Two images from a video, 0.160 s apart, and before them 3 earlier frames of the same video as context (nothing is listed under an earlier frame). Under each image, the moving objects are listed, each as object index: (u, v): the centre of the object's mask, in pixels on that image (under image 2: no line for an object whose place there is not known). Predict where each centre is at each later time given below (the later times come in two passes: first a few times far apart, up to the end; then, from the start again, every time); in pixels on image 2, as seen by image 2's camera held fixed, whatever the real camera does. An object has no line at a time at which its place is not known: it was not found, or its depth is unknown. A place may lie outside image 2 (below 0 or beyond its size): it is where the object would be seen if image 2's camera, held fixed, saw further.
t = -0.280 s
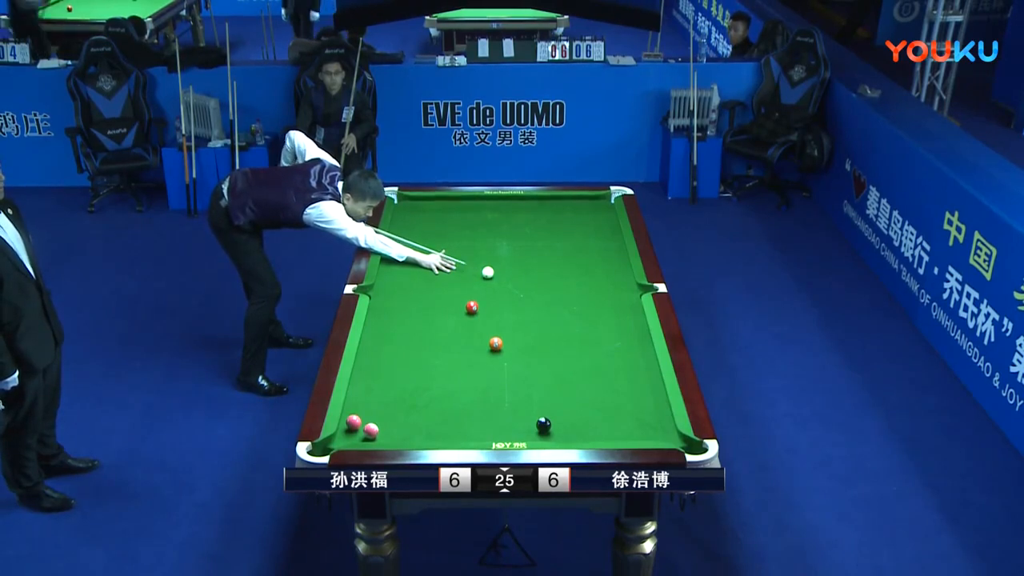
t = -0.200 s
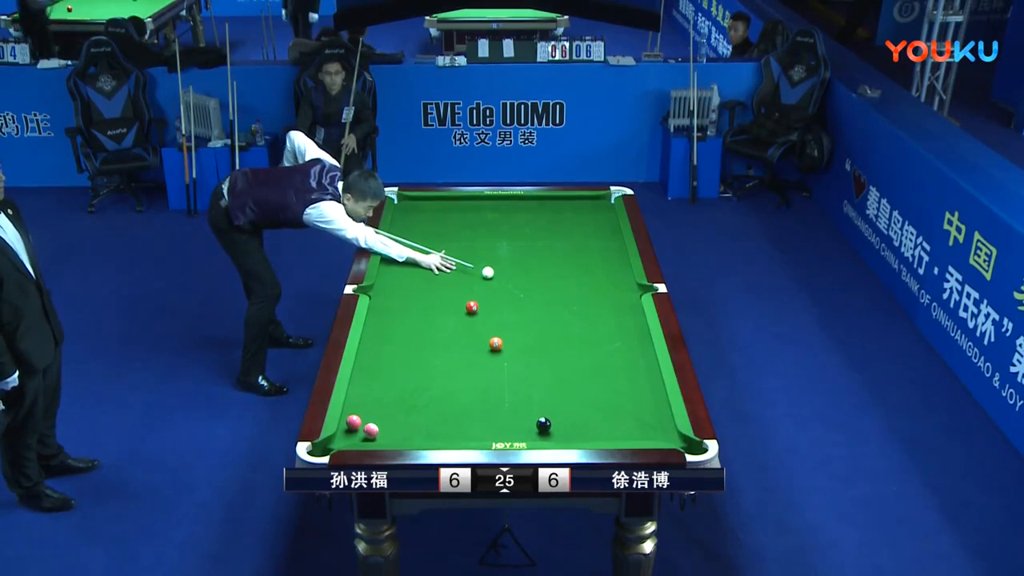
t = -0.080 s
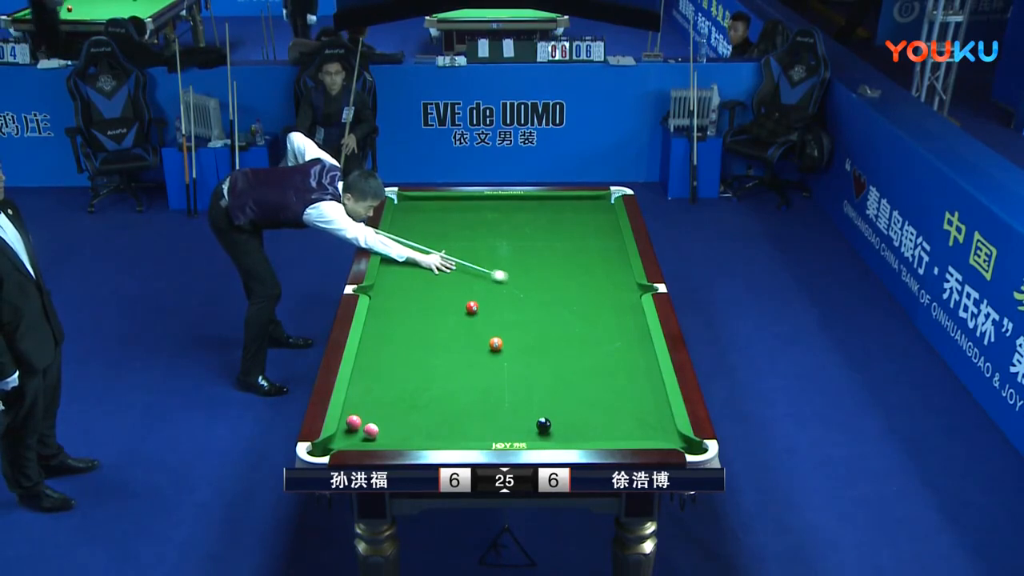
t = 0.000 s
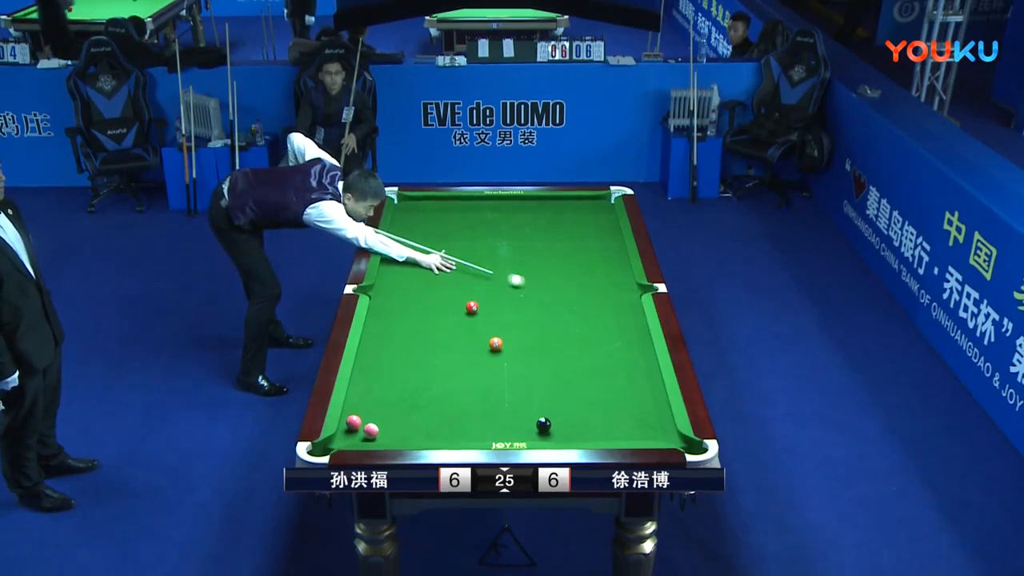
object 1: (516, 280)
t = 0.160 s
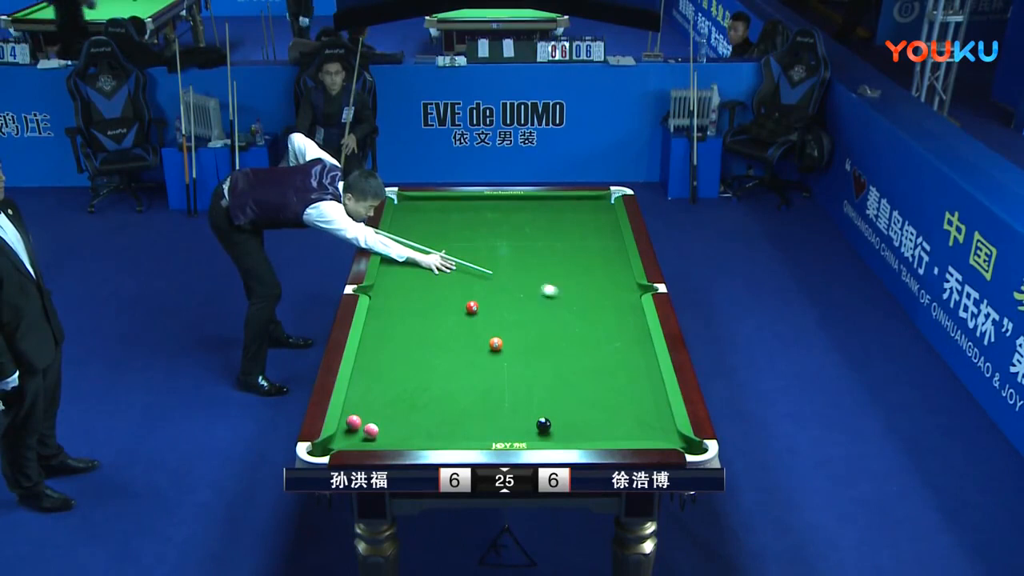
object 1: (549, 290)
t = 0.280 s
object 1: (574, 298)
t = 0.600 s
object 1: (637, 318)
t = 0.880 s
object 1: (605, 332)
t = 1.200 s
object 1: (571, 348)
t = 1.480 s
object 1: (541, 362)
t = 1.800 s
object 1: (506, 378)
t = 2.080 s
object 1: (476, 392)
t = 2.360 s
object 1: (446, 405)
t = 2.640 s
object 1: (415, 419)
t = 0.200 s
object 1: (557, 293)
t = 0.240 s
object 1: (565, 296)
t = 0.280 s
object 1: (574, 298)
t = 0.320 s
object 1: (583, 300)
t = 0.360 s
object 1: (591, 303)
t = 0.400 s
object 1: (600, 306)
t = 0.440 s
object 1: (608, 308)
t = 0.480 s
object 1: (617, 311)
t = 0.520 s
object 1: (626, 313)
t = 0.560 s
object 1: (634, 316)
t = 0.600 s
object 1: (637, 318)
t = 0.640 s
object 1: (632, 320)
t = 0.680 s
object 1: (626, 322)
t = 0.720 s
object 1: (622, 324)
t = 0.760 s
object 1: (618, 326)
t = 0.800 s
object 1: (613, 328)
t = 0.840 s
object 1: (609, 330)
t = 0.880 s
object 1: (605, 332)
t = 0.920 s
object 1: (601, 334)
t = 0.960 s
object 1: (596, 336)
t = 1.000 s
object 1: (592, 338)
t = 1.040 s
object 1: (588, 340)
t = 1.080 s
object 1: (584, 342)
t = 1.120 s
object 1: (579, 344)
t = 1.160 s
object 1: (575, 346)
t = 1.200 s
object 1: (571, 348)
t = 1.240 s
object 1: (567, 350)
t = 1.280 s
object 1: (563, 352)
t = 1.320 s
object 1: (558, 354)
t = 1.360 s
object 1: (554, 356)
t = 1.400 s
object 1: (550, 358)
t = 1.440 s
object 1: (545, 360)
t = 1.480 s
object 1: (541, 362)
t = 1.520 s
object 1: (537, 364)
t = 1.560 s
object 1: (532, 366)
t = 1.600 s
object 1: (528, 368)
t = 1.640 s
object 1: (524, 370)
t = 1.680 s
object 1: (520, 372)
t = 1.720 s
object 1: (515, 374)
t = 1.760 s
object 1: (511, 376)
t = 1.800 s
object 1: (506, 378)
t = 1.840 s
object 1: (502, 380)
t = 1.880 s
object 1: (498, 382)
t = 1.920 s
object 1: (493, 384)
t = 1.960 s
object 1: (489, 386)
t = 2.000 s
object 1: (484, 388)
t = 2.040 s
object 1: (480, 390)
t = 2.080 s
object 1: (476, 392)
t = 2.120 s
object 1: (472, 393)
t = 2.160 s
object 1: (467, 395)
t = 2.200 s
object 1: (463, 398)
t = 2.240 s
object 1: (458, 399)
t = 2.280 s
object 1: (454, 401)
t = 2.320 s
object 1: (450, 404)
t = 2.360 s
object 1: (446, 405)
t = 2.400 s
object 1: (441, 407)
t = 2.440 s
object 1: (437, 409)
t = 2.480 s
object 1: (433, 411)
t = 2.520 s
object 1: (428, 413)
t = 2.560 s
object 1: (424, 415)
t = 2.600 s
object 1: (419, 417)
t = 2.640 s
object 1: (415, 419)
